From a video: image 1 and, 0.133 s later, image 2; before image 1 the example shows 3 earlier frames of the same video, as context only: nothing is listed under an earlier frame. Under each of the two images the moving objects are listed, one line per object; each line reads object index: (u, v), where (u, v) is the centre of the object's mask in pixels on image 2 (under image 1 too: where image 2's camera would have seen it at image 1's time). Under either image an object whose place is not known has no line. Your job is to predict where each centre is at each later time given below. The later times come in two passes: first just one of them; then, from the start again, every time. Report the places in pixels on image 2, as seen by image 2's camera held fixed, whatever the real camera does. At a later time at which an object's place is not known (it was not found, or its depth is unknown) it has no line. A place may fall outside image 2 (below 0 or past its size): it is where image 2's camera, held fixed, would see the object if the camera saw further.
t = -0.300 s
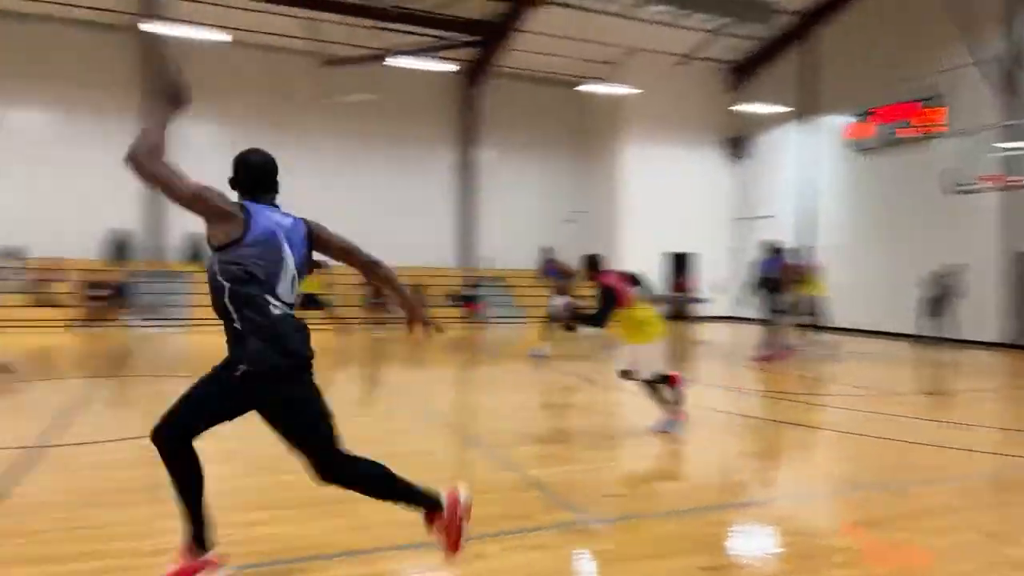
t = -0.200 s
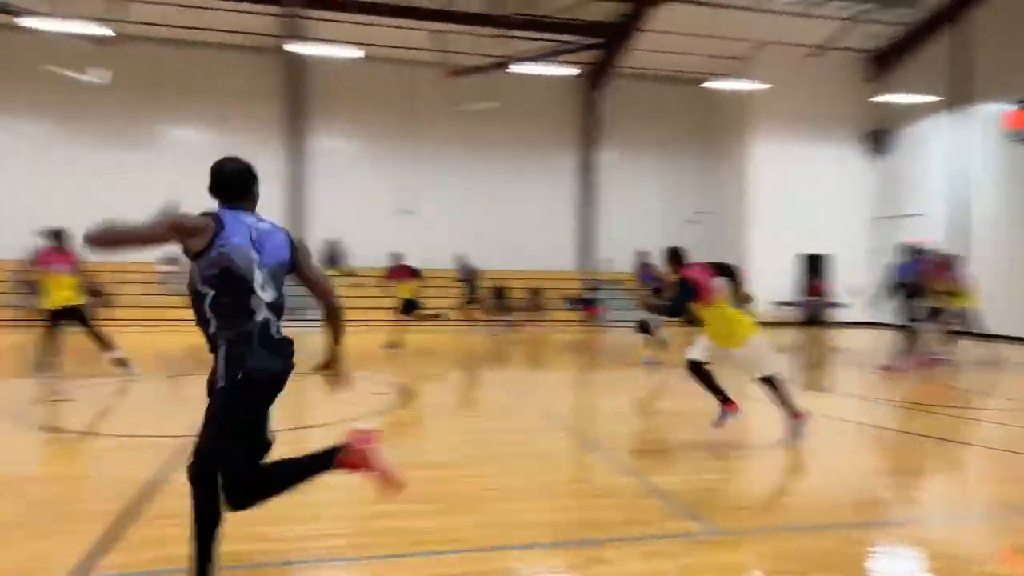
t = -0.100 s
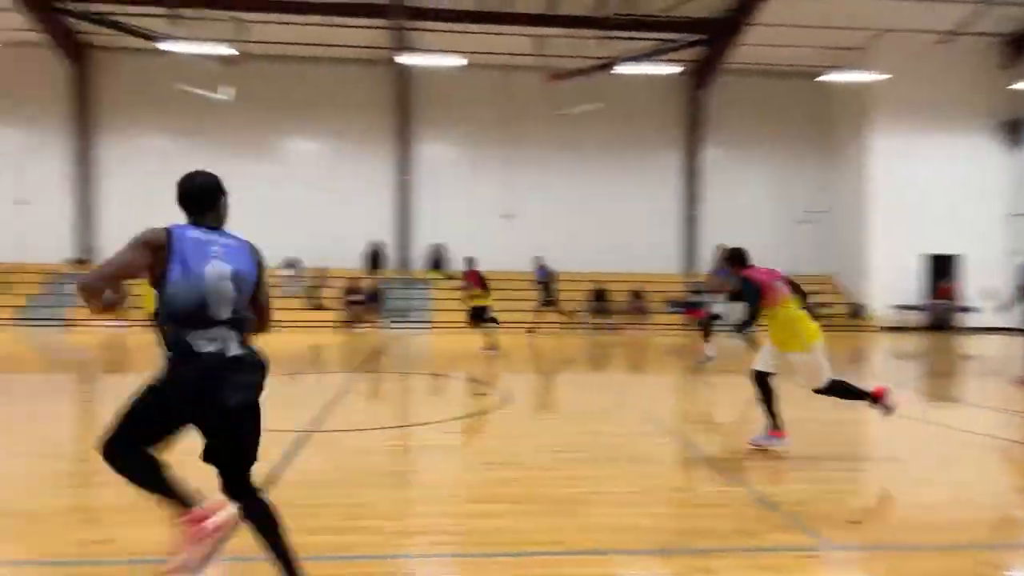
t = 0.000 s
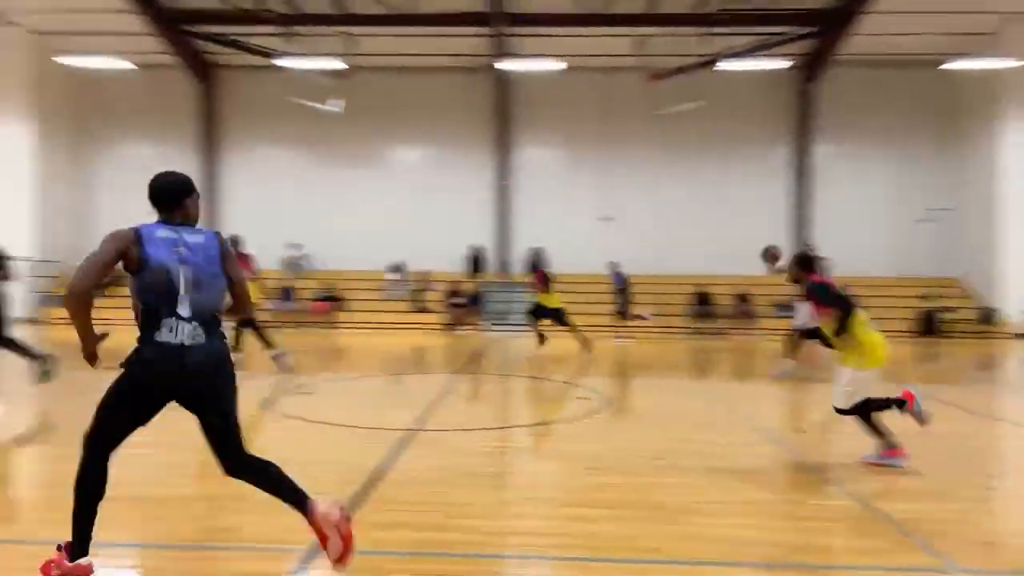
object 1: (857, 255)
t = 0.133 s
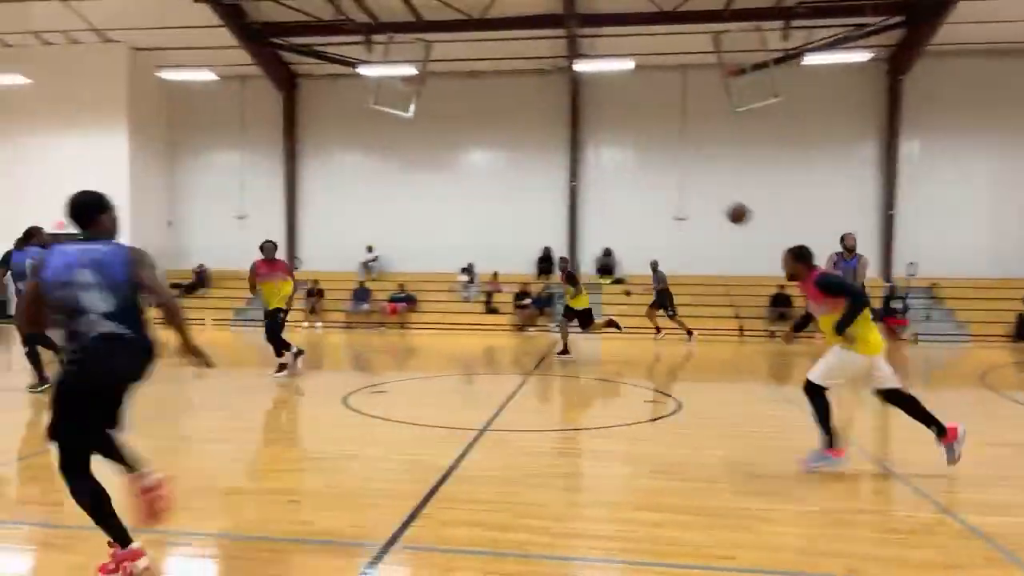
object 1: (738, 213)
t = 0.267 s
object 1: (596, 182)
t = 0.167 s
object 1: (705, 204)
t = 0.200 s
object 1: (671, 196)
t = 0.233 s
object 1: (635, 188)
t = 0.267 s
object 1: (596, 182)
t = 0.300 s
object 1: (555, 176)
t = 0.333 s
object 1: (512, 170)
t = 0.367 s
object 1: (464, 165)
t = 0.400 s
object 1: (415, 161)
